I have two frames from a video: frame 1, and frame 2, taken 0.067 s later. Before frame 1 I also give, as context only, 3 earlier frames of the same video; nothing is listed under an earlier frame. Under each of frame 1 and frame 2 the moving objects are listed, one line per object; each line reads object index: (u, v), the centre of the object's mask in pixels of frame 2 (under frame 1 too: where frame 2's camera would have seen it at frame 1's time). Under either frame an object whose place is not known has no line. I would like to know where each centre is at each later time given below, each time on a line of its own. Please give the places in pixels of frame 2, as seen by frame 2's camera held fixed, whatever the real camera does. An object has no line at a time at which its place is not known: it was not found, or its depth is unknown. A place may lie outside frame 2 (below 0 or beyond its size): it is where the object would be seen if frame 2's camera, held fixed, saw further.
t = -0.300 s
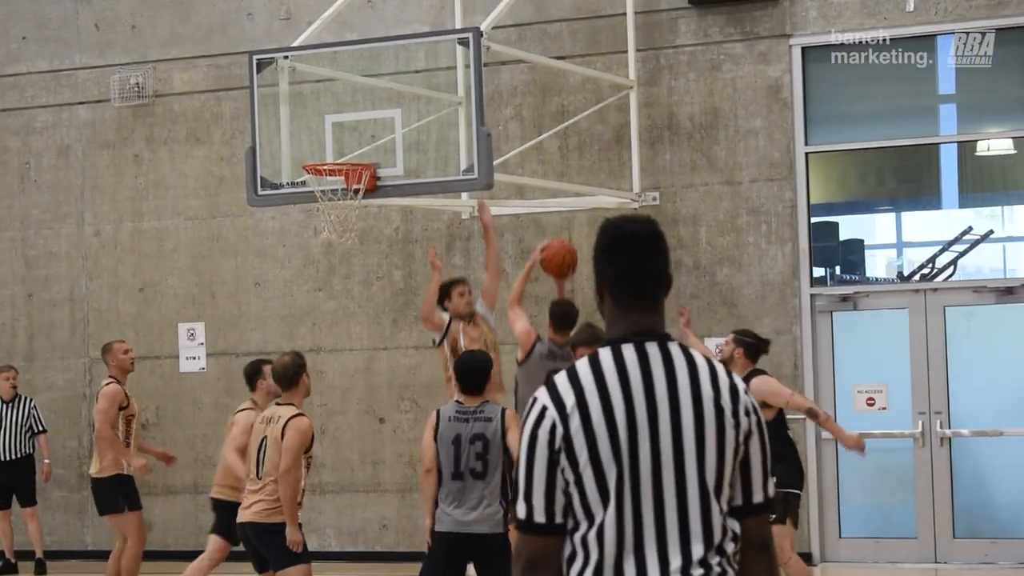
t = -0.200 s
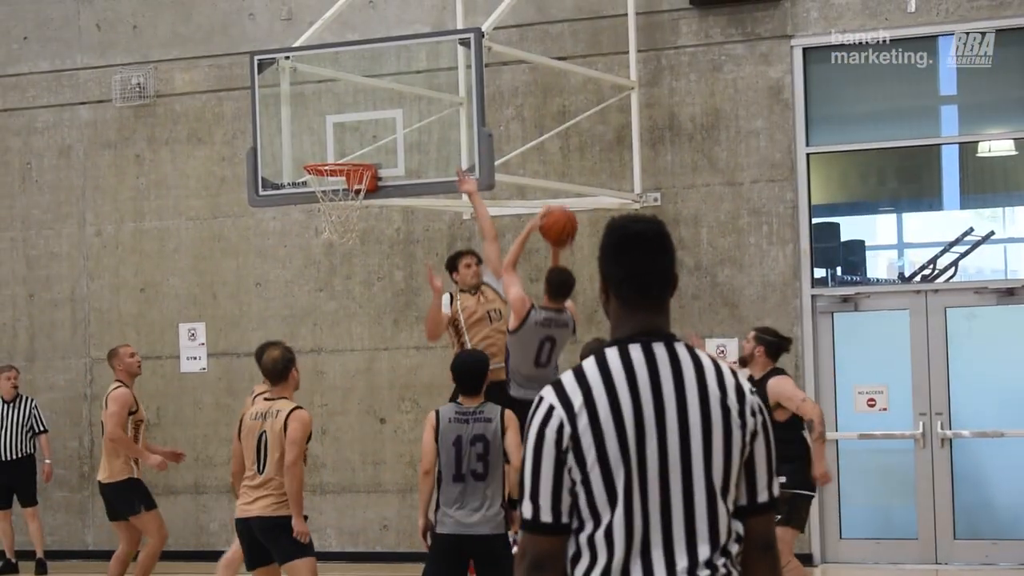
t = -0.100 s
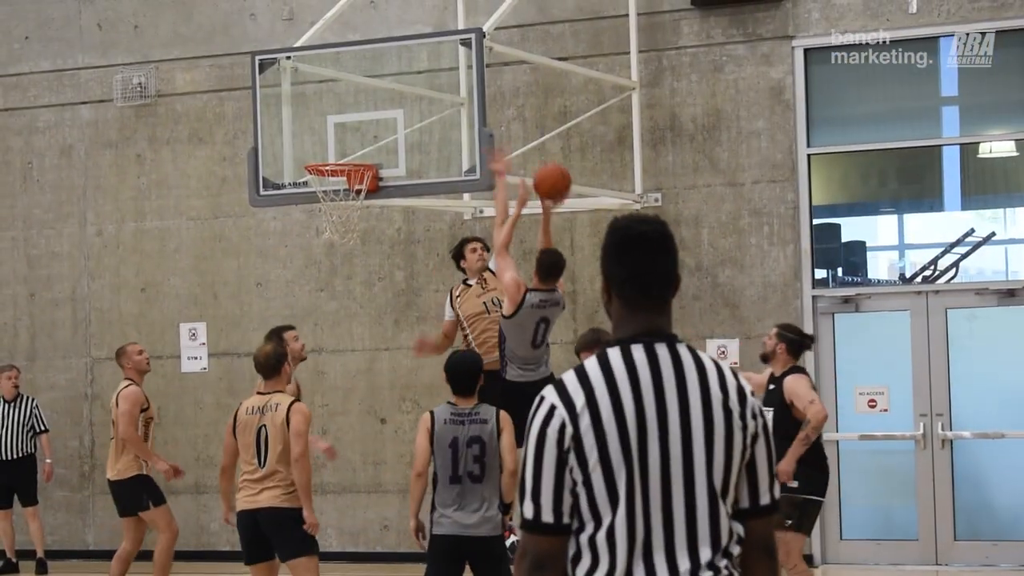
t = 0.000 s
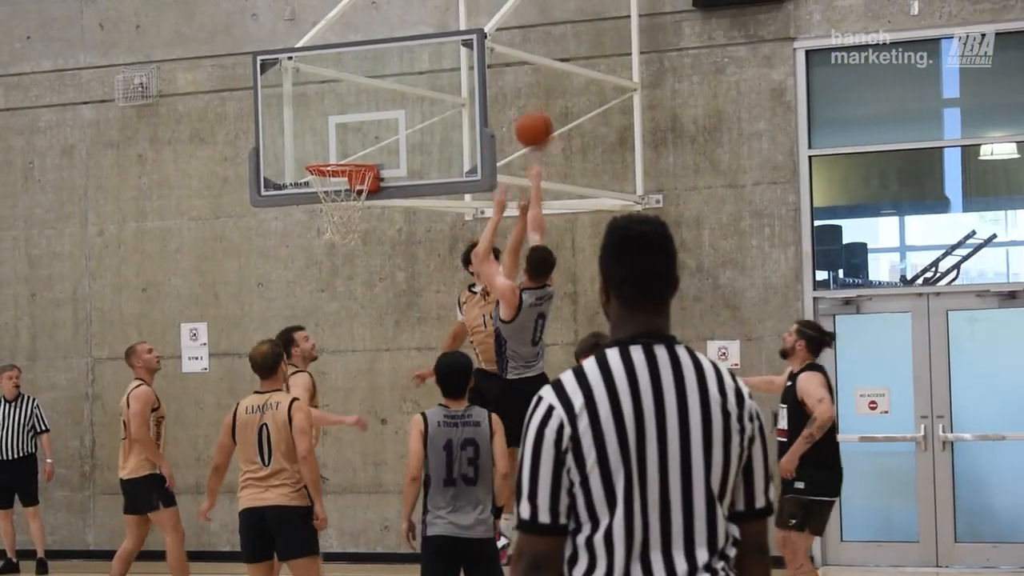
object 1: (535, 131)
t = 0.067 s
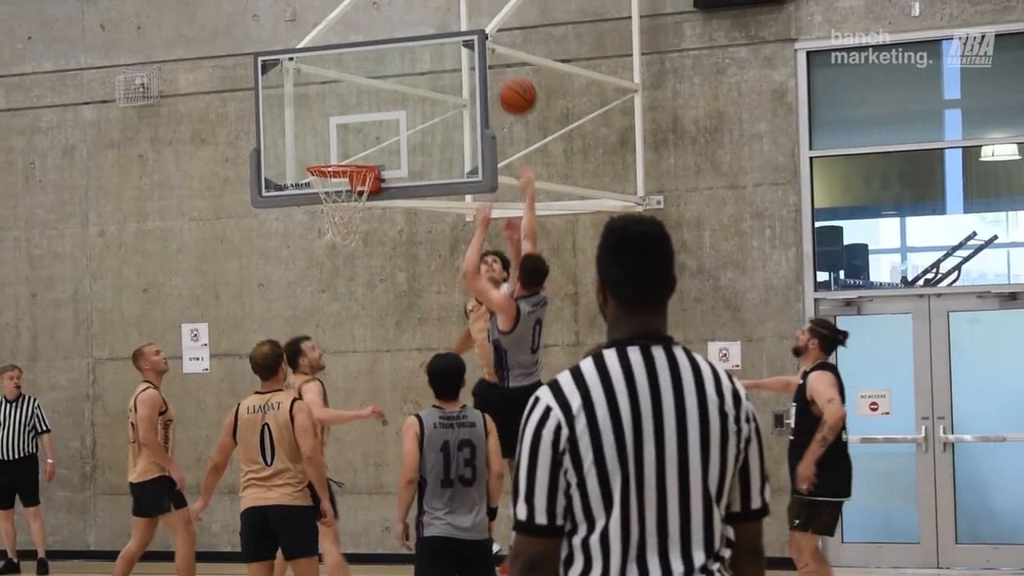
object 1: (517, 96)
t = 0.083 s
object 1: (513, 89)
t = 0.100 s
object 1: (509, 82)
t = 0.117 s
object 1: (505, 76)
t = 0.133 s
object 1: (501, 69)
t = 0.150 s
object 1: (498, 64)
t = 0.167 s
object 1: (493, 59)
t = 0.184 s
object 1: (488, 54)
